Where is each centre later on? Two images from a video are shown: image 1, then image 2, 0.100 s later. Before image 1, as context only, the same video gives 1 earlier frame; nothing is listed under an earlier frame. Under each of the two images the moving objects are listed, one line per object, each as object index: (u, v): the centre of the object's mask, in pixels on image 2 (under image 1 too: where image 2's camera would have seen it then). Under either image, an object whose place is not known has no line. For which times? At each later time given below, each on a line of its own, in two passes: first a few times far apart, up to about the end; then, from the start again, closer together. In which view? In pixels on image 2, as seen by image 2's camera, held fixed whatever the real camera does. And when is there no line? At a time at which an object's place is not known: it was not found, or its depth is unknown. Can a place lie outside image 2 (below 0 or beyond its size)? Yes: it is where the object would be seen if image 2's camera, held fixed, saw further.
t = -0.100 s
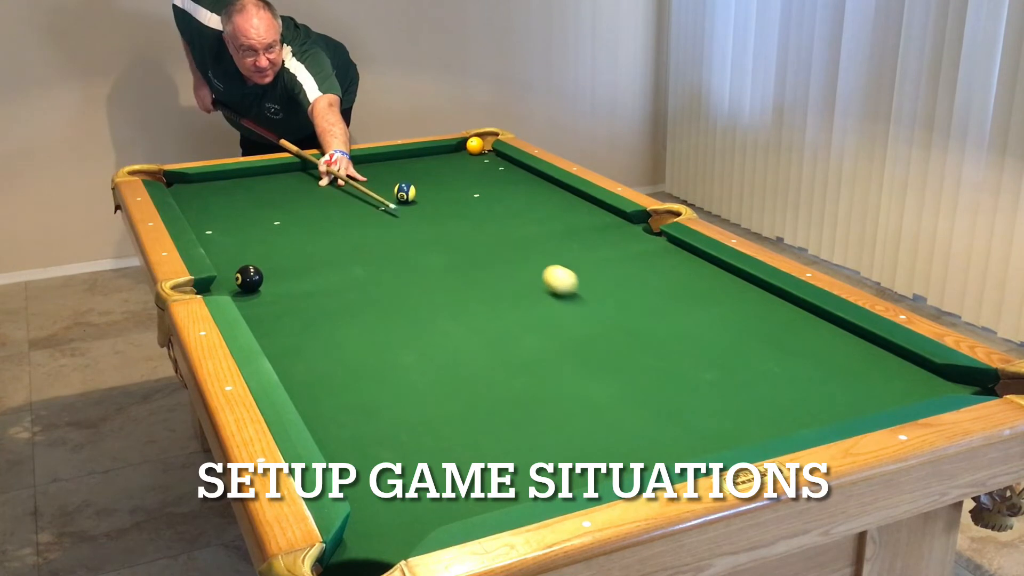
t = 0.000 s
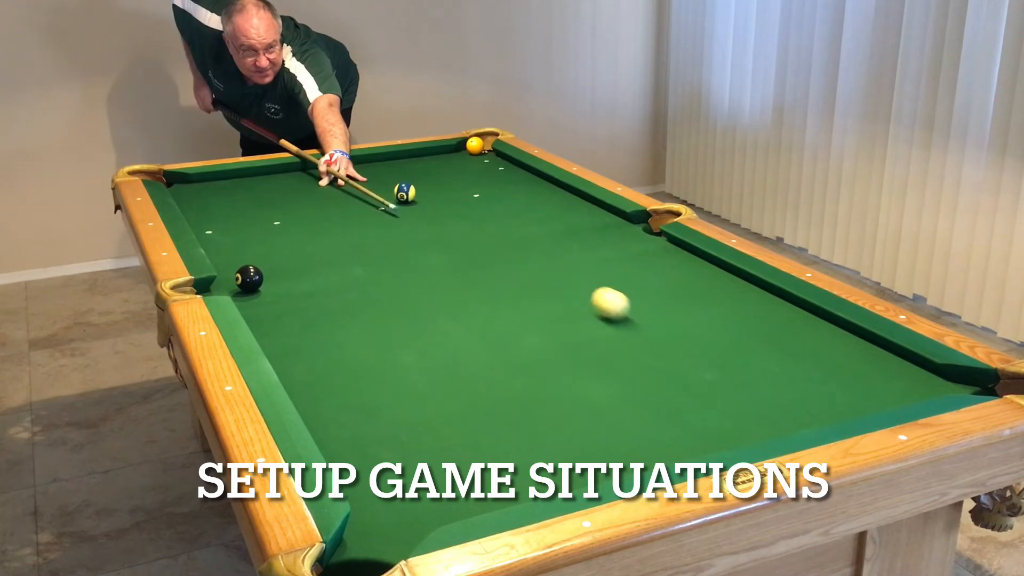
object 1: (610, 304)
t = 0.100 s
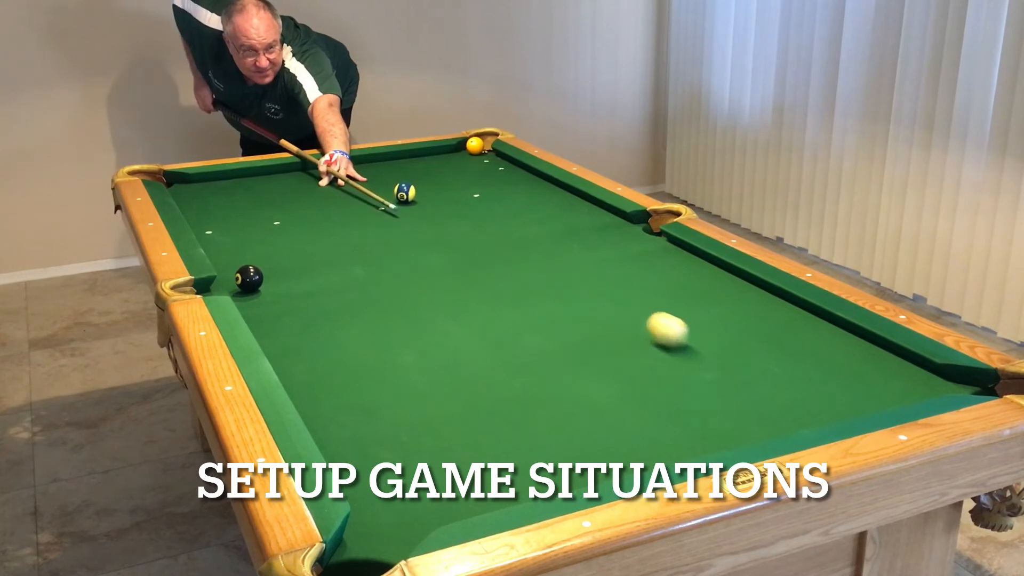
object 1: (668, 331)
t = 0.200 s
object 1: (733, 361)
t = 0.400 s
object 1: (823, 395)
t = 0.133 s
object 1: (688, 340)
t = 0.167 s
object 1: (710, 350)
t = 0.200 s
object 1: (733, 361)
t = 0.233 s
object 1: (756, 371)
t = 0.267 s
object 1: (782, 382)
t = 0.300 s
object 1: (808, 394)
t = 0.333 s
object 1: (834, 404)
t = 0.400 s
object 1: (823, 395)
